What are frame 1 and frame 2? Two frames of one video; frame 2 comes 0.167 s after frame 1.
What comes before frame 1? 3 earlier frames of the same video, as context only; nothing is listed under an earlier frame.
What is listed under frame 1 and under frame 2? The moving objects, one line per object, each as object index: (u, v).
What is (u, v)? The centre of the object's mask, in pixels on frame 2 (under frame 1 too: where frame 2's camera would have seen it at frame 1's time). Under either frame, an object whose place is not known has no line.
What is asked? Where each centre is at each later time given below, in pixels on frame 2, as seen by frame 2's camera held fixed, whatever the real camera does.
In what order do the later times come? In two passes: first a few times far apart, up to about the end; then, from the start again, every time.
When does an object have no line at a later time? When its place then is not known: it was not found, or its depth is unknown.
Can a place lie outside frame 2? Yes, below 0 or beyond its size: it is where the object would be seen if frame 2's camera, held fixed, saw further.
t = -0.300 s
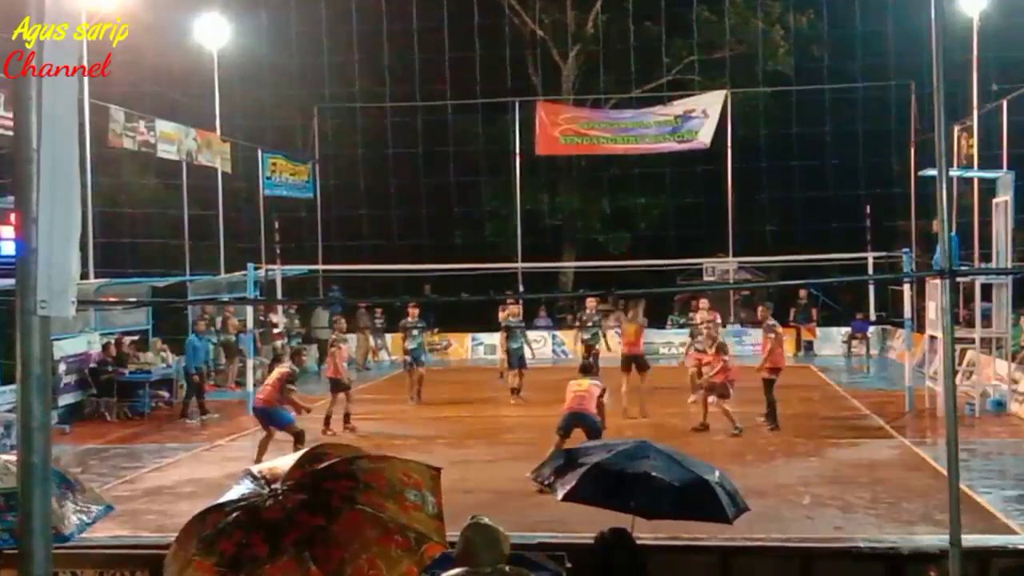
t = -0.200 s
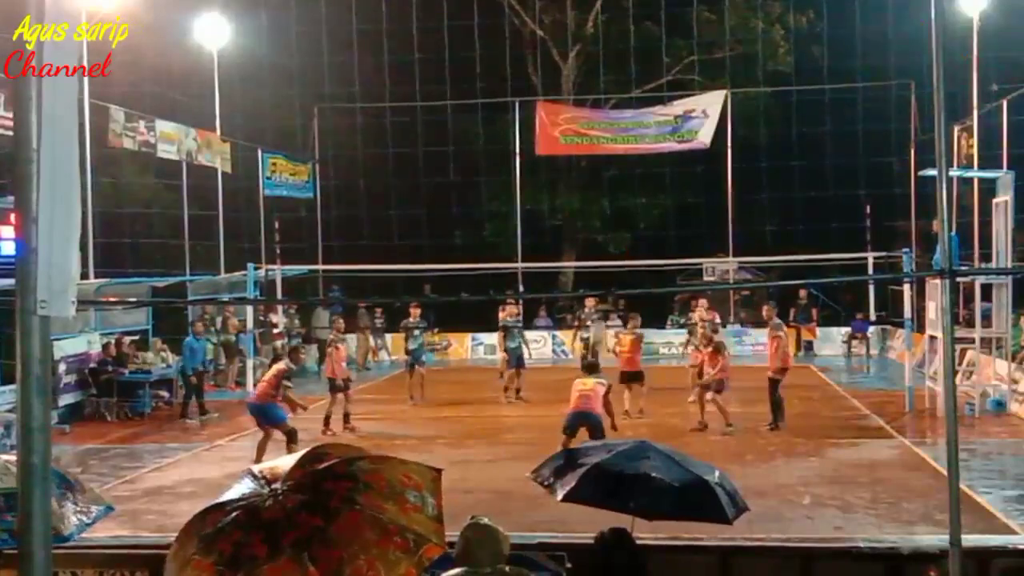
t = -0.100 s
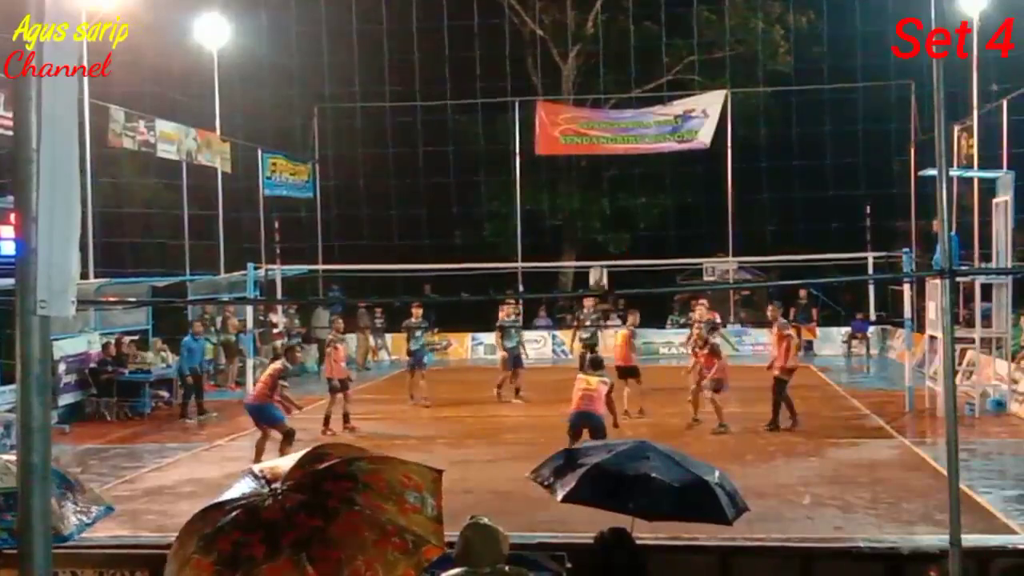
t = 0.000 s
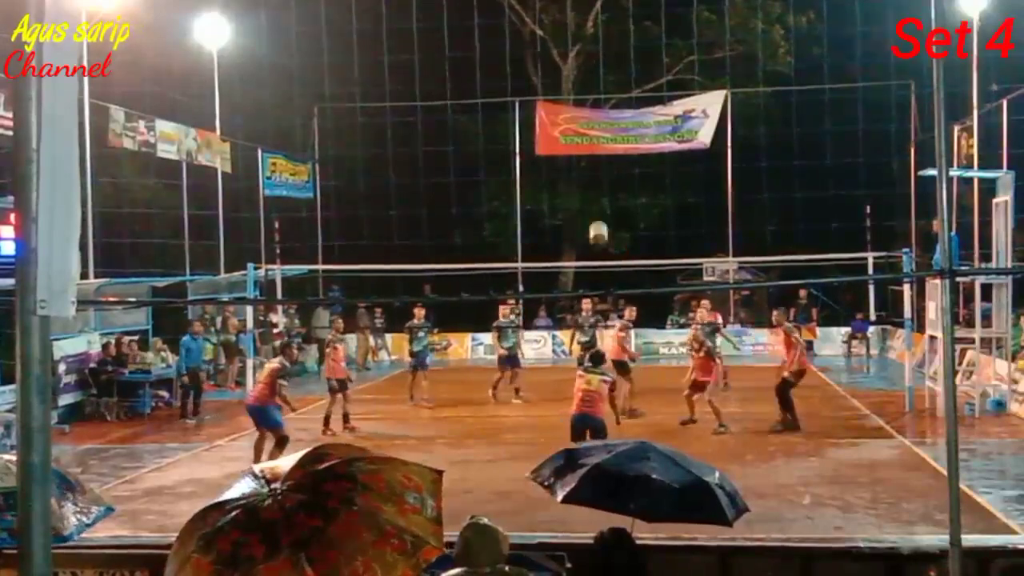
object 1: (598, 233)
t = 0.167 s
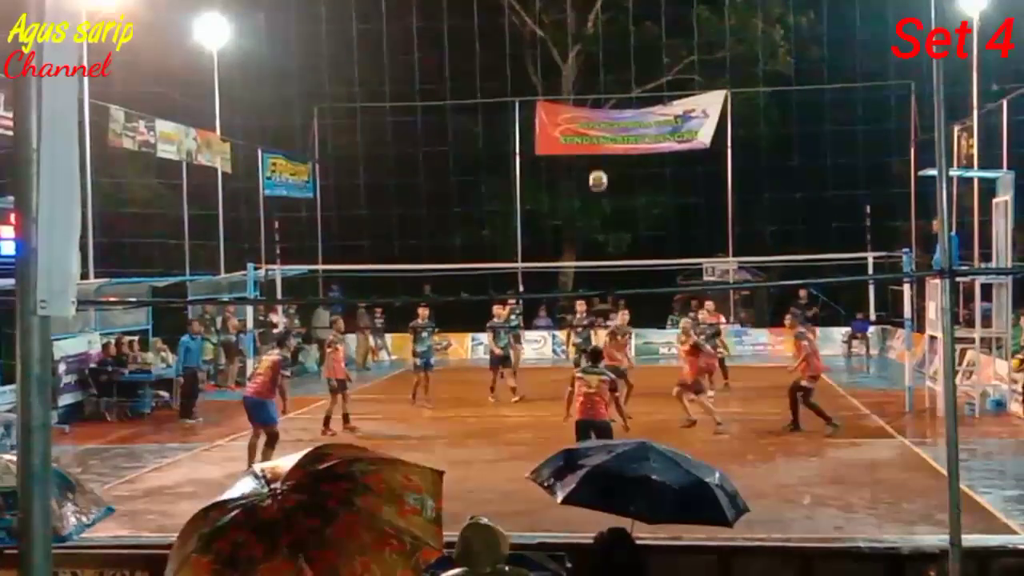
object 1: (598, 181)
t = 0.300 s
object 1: (598, 157)
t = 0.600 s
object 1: (597, 156)
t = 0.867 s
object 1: (597, 203)
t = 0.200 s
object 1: (598, 174)
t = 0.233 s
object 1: (598, 167)
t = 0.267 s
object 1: (597, 162)
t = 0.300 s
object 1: (598, 157)
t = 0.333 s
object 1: (597, 154)
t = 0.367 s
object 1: (597, 152)
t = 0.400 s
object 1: (597, 150)
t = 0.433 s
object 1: (597, 149)
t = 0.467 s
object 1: (597, 148)
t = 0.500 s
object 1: (597, 149)
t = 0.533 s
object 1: (597, 151)
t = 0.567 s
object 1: (597, 152)
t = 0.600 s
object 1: (597, 156)
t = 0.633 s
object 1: (597, 159)
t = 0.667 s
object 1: (597, 163)
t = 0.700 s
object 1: (597, 169)
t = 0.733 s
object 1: (597, 174)
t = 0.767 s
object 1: (597, 180)
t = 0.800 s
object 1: (597, 187)
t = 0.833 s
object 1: (597, 195)
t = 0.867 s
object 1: (597, 203)
